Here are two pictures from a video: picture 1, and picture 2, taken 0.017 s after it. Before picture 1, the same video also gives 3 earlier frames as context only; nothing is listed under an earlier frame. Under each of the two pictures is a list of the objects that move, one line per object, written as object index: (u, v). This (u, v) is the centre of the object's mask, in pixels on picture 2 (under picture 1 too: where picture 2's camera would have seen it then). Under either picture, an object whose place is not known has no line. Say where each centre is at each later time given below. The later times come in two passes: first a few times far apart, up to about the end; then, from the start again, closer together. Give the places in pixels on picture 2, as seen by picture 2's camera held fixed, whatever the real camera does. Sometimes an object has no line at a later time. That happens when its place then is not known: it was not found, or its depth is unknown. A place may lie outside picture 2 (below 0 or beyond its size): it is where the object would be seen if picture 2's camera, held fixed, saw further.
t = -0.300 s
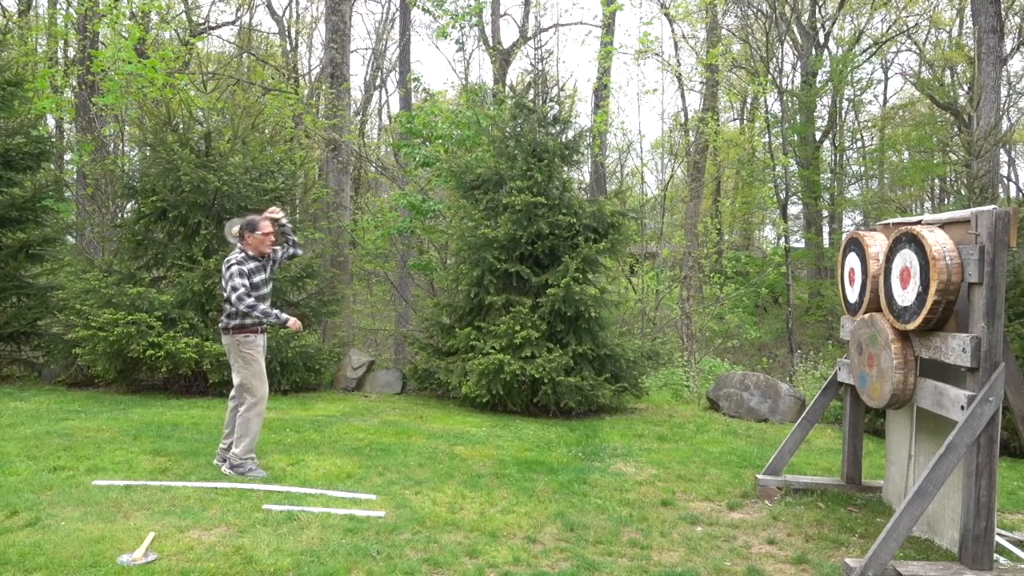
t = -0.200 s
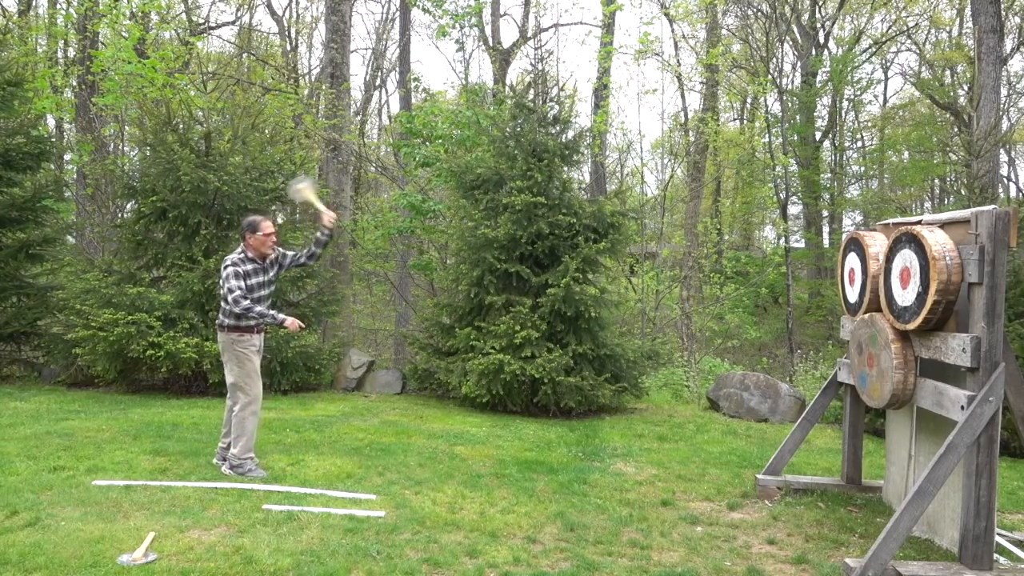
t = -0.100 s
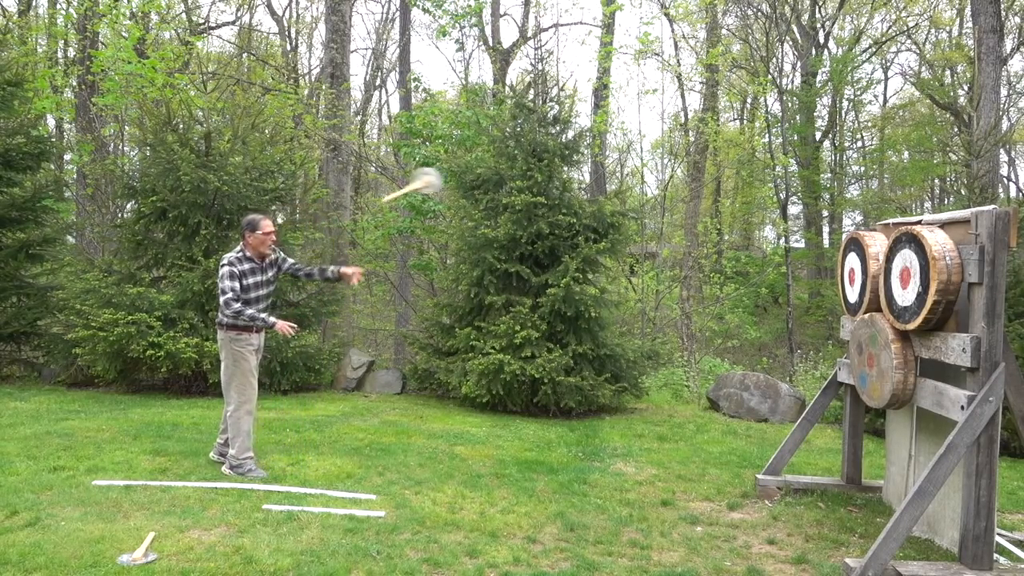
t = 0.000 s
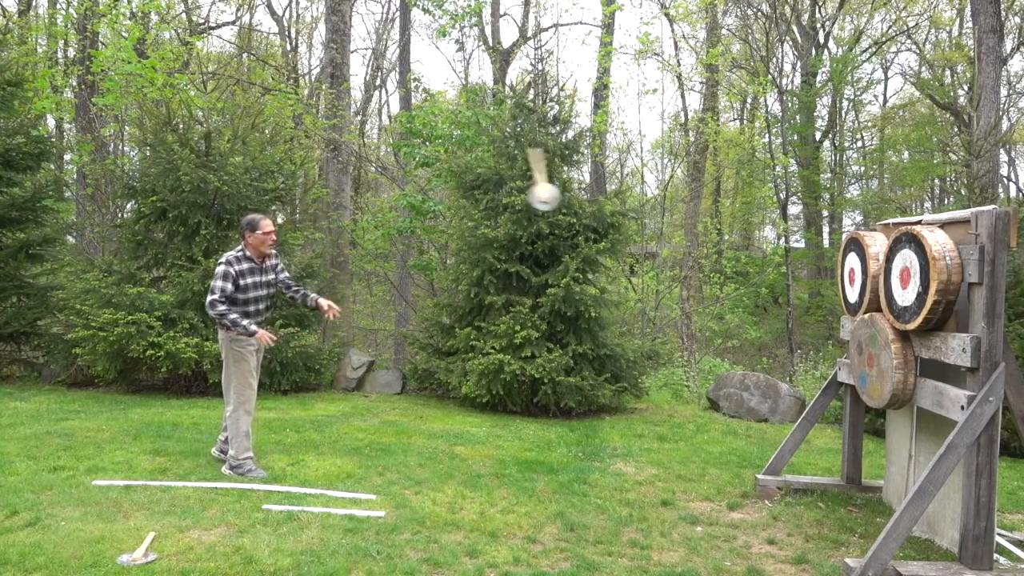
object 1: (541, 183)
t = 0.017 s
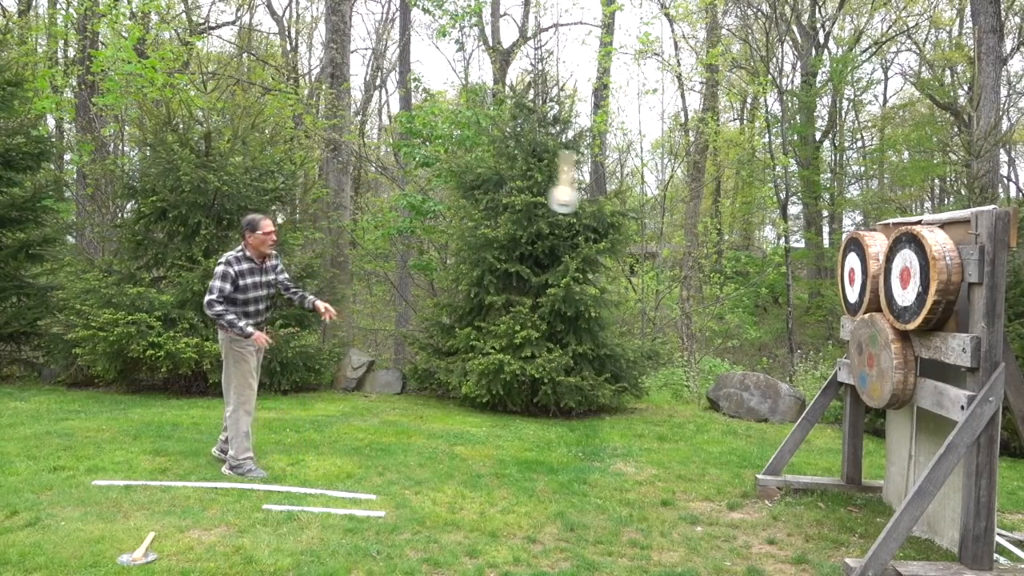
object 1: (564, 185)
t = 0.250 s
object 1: (841, 269)
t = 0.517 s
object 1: (833, 266)
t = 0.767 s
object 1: (839, 268)
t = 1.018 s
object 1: (840, 269)
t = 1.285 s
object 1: (838, 268)
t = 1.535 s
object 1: (839, 268)
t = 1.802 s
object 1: (839, 268)
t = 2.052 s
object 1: (839, 269)
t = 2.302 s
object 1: (839, 269)
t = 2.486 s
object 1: (839, 269)
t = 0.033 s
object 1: (588, 191)
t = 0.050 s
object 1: (606, 200)
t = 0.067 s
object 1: (624, 206)
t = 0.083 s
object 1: (654, 206)
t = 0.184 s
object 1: (786, 252)
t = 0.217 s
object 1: (828, 266)
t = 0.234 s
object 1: (837, 272)
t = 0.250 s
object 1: (841, 269)
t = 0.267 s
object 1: (839, 268)
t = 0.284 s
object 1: (837, 268)
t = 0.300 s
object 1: (836, 268)
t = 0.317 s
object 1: (834, 267)
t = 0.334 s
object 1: (834, 267)
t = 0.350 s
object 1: (833, 266)
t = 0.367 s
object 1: (832, 266)
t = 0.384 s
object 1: (832, 265)
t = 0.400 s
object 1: (832, 265)
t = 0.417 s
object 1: (832, 265)
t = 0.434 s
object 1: (832, 265)
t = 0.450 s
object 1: (832, 265)
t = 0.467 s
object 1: (832, 265)
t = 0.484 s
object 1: (832, 265)
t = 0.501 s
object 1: (833, 265)
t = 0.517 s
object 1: (833, 266)
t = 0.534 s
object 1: (832, 266)
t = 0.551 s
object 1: (833, 266)
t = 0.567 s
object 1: (833, 266)
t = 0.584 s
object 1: (834, 266)
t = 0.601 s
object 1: (834, 267)
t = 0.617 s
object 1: (835, 267)
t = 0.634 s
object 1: (835, 267)
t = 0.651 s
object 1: (836, 267)
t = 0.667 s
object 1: (836, 267)
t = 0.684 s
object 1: (836, 268)
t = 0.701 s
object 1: (837, 268)
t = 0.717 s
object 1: (838, 268)
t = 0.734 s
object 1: (838, 268)
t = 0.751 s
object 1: (839, 268)
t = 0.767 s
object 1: (839, 268)
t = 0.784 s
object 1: (839, 268)
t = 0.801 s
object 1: (840, 269)
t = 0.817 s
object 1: (840, 269)
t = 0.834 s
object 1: (840, 269)
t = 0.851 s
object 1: (841, 270)
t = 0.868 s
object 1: (841, 271)
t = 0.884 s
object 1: (841, 270)
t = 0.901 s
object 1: (841, 270)
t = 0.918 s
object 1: (841, 270)
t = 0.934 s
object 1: (841, 270)
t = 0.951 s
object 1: (841, 270)
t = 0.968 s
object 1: (840, 270)
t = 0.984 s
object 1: (840, 269)
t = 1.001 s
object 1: (840, 269)
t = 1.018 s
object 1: (840, 269)
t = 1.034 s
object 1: (839, 268)
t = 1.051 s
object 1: (839, 268)
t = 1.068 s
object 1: (839, 268)
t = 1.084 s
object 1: (839, 268)
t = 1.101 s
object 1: (839, 268)
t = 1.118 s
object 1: (838, 268)
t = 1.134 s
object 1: (838, 268)
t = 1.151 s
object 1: (838, 268)
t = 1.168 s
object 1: (838, 268)
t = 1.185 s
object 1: (838, 268)
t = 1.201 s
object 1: (838, 268)
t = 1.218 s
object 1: (838, 268)
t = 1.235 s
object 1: (838, 268)
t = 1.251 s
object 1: (838, 268)
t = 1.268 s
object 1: (838, 268)
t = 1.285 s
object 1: (838, 268)
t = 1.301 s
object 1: (838, 268)
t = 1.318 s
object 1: (838, 267)
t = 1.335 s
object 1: (838, 268)
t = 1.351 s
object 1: (838, 267)
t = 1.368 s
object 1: (838, 267)
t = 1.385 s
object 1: (838, 267)
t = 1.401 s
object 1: (838, 267)
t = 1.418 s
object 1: (838, 267)
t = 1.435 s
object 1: (838, 268)
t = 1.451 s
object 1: (838, 268)
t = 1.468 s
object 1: (838, 268)
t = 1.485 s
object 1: (838, 268)
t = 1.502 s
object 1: (839, 268)
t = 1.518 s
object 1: (839, 268)
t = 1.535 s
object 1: (839, 268)
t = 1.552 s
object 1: (838, 268)
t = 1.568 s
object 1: (838, 268)
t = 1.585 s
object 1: (839, 268)
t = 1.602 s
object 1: (838, 268)
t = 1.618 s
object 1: (838, 268)
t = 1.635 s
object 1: (839, 268)
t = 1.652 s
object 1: (839, 268)
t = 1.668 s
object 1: (839, 268)
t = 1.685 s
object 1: (839, 268)
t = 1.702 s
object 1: (839, 268)
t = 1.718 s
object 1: (839, 268)
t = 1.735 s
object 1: (839, 268)
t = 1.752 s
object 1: (839, 268)
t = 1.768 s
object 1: (839, 268)
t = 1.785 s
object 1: (839, 268)
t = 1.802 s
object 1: (839, 268)
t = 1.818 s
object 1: (839, 268)
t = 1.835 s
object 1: (839, 268)
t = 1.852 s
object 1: (839, 268)
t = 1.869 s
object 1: (839, 268)
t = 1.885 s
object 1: (839, 268)
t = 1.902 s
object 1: (839, 268)
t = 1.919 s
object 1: (839, 268)
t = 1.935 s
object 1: (839, 268)
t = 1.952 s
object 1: (839, 269)
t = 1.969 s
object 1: (839, 268)
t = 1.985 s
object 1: (839, 268)
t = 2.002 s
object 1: (838, 268)
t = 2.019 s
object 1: (839, 268)
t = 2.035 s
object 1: (839, 268)
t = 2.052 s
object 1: (839, 269)
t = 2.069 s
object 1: (839, 269)
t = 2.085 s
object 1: (839, 269)
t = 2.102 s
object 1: (839, 269)
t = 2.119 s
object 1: (839, 269)
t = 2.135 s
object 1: (839, 269)
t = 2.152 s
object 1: (839, 269)
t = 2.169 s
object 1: (839, 269)
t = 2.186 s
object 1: (839, 269)
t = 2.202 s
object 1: (839, 269)
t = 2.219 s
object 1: (839, 269)
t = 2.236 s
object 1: (839, 269)
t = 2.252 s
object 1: (839, 269)
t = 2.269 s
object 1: (839, 269)
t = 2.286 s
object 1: (839, 269)
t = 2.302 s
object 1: (839, 269)
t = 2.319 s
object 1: (839, 269)
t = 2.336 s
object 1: (839, 269)
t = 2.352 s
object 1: (839, 269)
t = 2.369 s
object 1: (839, 269)
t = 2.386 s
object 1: (839, 269)
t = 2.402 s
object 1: (839, 269)
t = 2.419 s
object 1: (839, 269)
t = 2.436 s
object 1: (839, 269)
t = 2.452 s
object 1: (839, 269)
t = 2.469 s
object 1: (839, 269)
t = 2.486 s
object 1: (839, 269)
